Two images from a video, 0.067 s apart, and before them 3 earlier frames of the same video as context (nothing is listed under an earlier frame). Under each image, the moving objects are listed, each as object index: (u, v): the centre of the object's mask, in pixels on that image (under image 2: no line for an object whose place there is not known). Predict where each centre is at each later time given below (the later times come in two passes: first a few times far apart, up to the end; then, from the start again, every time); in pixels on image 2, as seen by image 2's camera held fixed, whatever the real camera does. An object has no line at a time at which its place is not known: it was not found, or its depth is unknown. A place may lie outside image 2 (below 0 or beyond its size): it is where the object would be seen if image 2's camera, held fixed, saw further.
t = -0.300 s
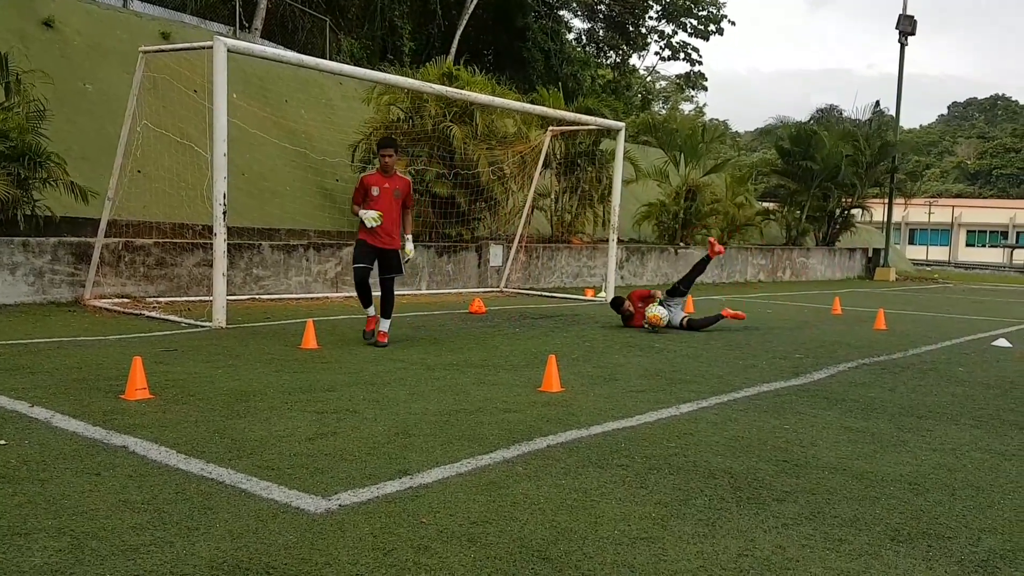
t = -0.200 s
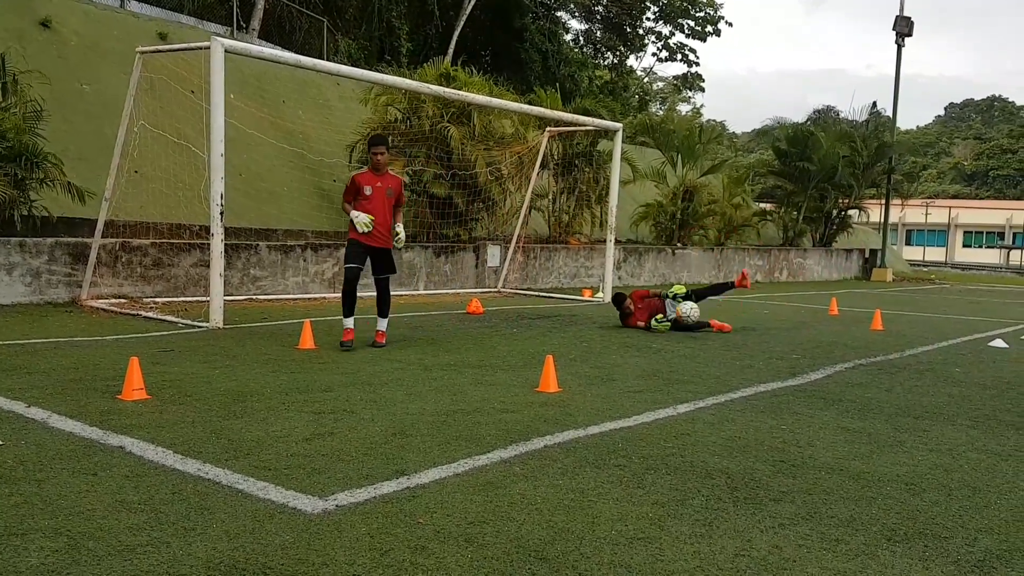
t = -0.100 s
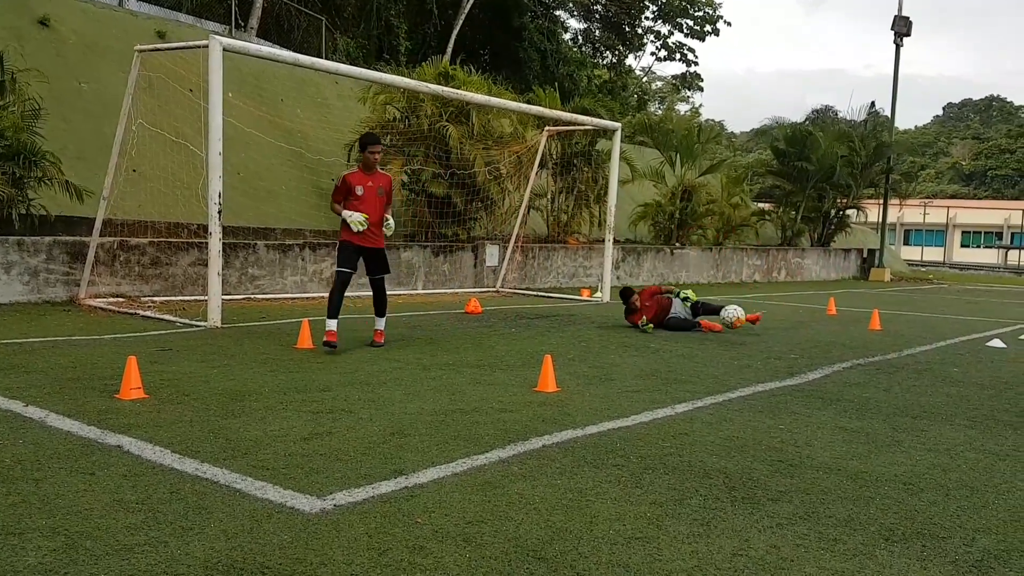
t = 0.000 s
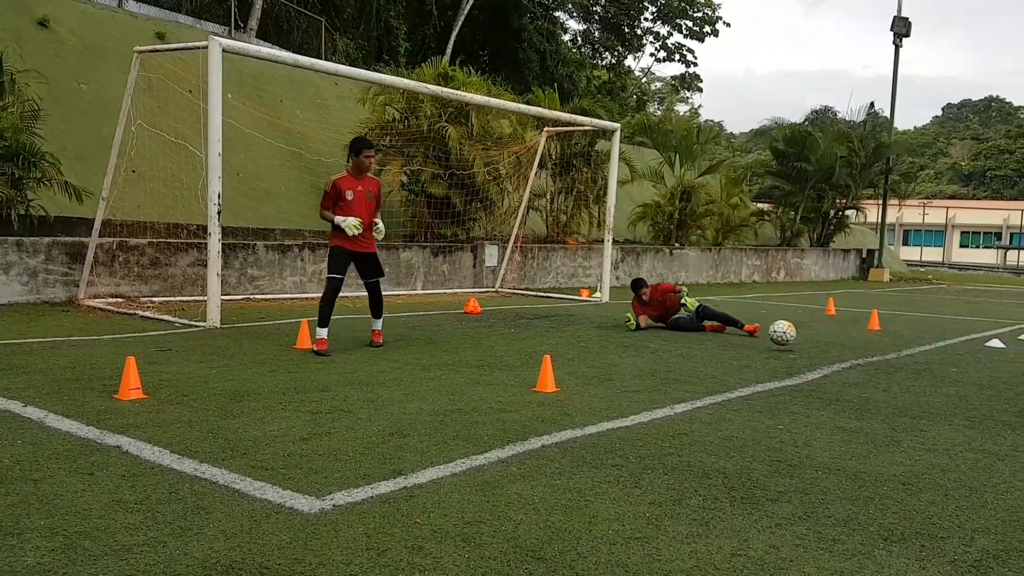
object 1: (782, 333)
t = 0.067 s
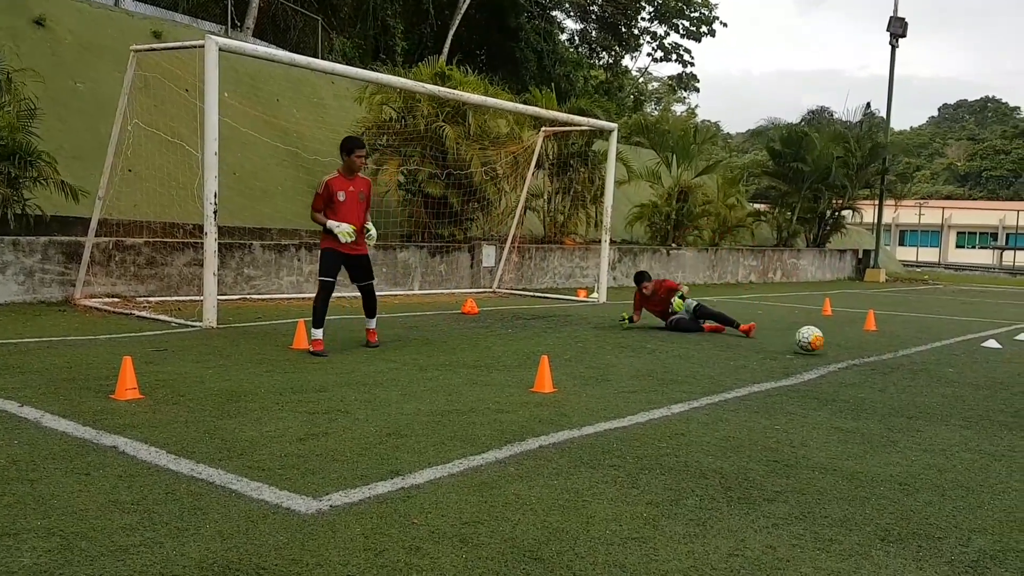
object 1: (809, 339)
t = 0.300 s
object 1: (900, 349)
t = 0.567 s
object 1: (1020, 366)
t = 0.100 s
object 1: (822, 336)
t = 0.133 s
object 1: (834, 335)
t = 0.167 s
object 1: (847, 335)
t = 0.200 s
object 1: (860, 337)
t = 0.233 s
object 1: (874, 339)
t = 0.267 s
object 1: (887, 343)
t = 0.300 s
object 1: (900, 349)
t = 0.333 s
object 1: (914, 354)
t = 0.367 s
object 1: (929, 353)
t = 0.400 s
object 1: (943, 353)
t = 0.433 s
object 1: (958, 354)
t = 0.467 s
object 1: (973, 357)
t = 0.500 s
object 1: (989, 362)
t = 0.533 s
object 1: (1004, 366)
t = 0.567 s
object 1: (1020, 366)
